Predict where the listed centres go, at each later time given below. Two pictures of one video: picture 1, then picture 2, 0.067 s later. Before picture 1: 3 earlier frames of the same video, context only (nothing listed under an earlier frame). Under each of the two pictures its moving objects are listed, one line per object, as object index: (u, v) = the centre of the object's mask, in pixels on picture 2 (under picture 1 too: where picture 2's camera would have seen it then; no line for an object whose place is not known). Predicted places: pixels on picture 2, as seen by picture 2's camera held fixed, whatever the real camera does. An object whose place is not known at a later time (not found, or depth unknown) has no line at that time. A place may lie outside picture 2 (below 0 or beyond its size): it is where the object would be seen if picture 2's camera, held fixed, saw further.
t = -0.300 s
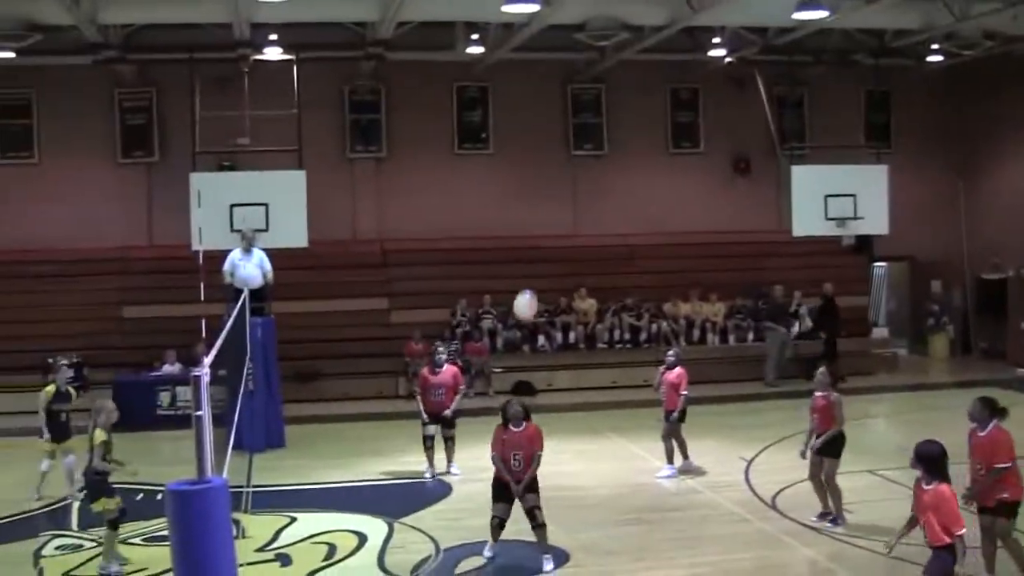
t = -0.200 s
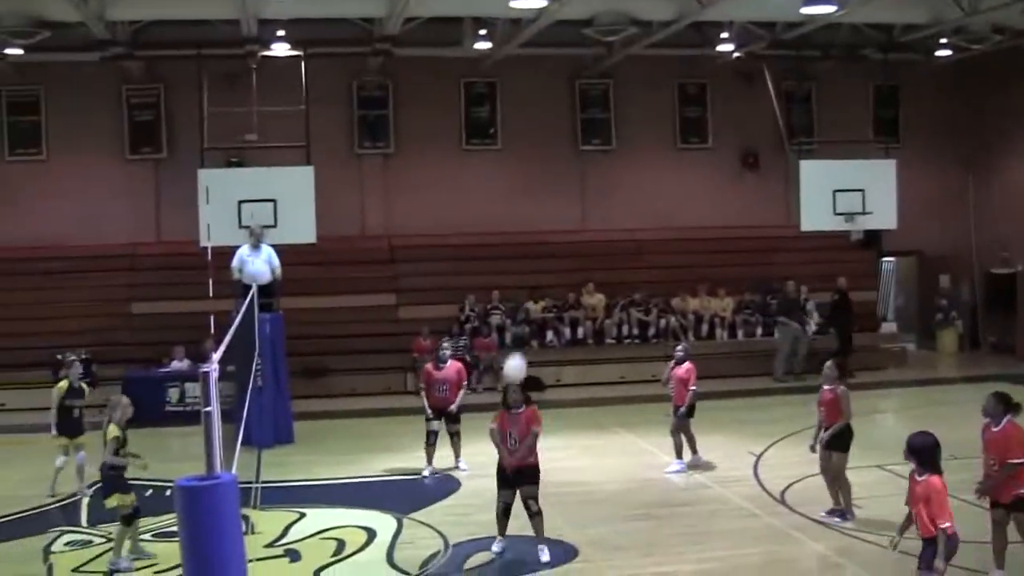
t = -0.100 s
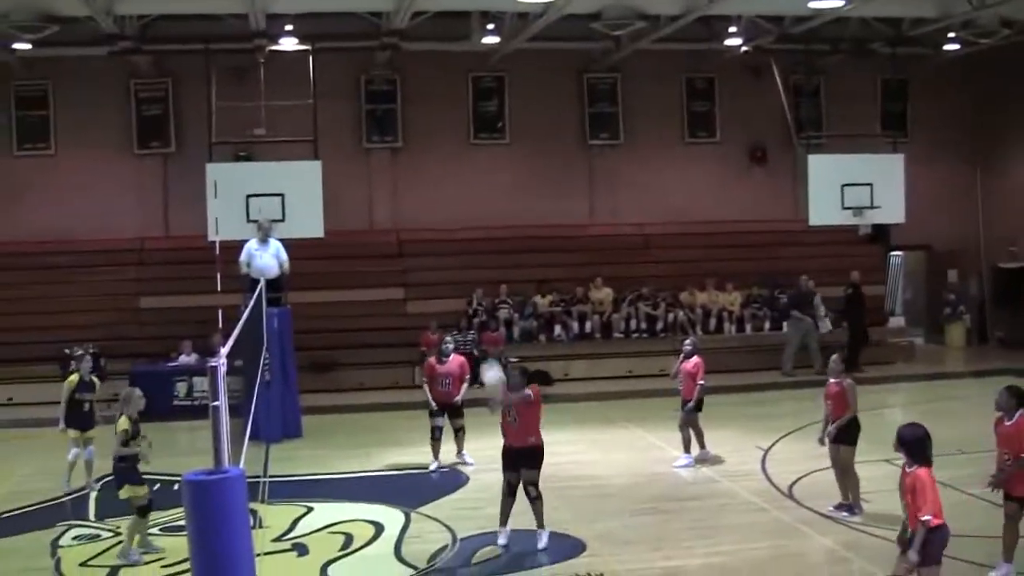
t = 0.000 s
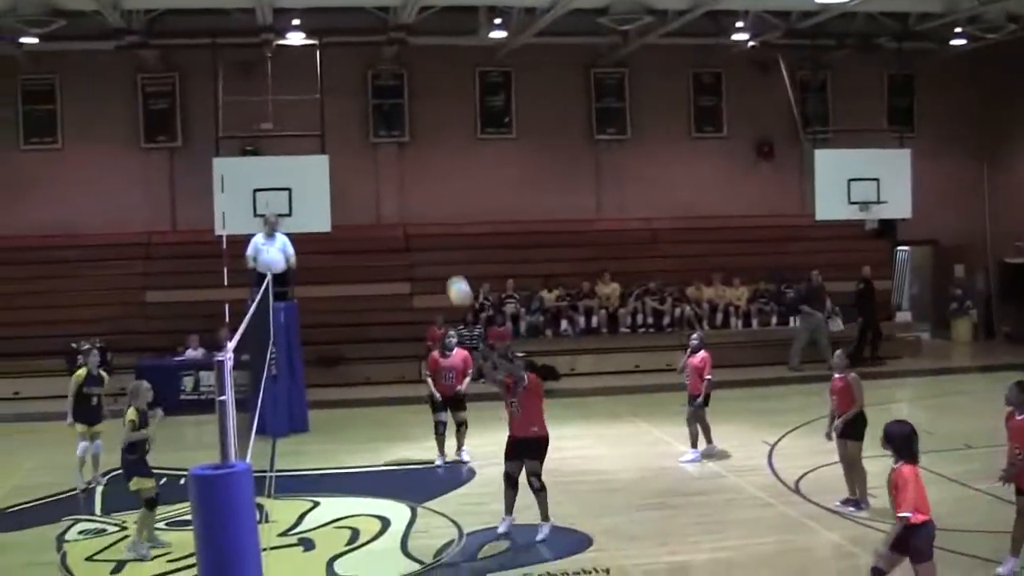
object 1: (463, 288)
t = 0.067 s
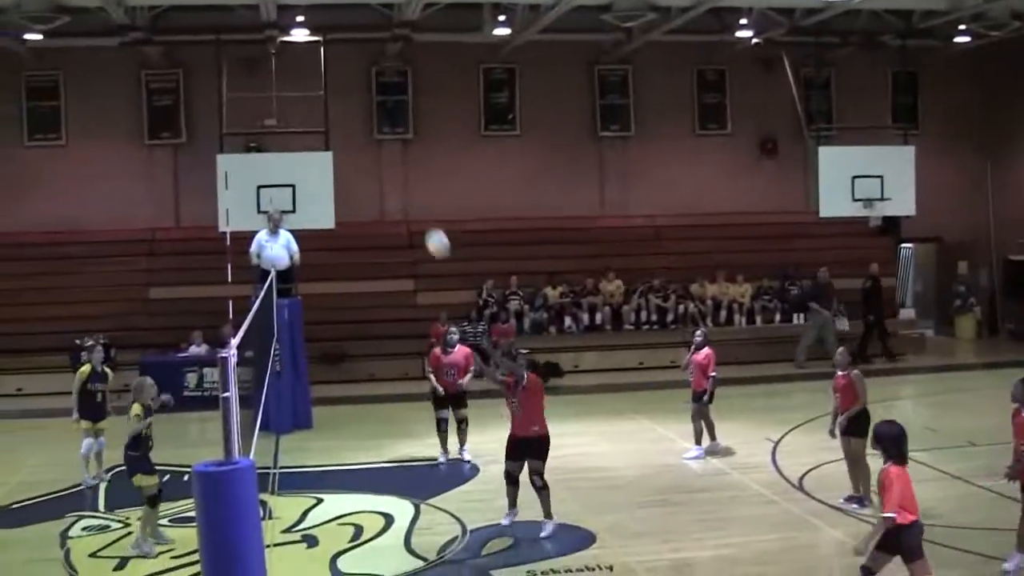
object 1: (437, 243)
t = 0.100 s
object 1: (424, 223)
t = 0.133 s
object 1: (412, 205)
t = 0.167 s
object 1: (399, 189)
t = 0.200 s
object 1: (388, 173)
